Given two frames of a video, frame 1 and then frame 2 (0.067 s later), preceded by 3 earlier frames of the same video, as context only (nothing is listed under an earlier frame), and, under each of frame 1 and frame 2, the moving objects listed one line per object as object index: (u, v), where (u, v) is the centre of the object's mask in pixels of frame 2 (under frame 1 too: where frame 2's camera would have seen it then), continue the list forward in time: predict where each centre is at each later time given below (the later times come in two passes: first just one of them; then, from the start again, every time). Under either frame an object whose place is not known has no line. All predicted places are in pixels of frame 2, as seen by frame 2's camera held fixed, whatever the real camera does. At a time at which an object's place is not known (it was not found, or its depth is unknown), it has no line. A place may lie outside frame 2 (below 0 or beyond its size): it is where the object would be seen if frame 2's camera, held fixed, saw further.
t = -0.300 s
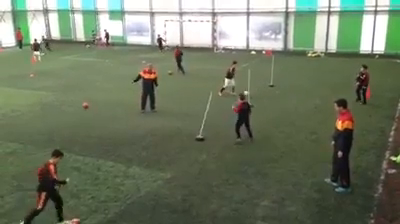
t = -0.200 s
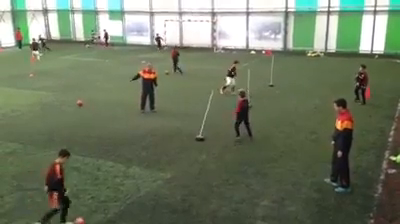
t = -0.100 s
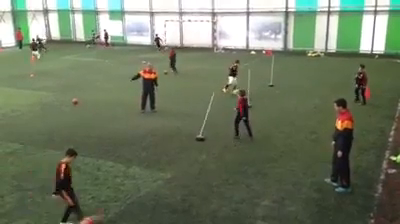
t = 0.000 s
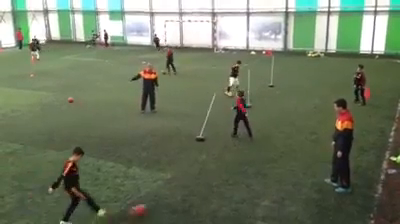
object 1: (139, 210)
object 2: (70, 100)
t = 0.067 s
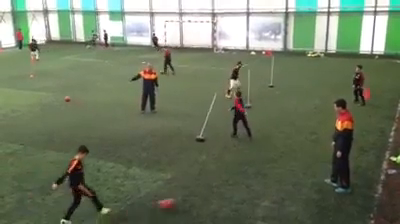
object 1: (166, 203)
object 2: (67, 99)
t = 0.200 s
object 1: (214, 194)
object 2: (61, 96)
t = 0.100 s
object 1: (178, 201)
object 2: (65, 98)
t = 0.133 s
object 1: (192, 199)
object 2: (64, 98)
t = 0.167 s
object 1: (202, 197)
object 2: (63, 97)
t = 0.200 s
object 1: (214, 194)
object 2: (61, 96)
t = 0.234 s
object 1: (224, 192)
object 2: (60, 96)
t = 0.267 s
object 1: (233, 190)
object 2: (58, 96)
